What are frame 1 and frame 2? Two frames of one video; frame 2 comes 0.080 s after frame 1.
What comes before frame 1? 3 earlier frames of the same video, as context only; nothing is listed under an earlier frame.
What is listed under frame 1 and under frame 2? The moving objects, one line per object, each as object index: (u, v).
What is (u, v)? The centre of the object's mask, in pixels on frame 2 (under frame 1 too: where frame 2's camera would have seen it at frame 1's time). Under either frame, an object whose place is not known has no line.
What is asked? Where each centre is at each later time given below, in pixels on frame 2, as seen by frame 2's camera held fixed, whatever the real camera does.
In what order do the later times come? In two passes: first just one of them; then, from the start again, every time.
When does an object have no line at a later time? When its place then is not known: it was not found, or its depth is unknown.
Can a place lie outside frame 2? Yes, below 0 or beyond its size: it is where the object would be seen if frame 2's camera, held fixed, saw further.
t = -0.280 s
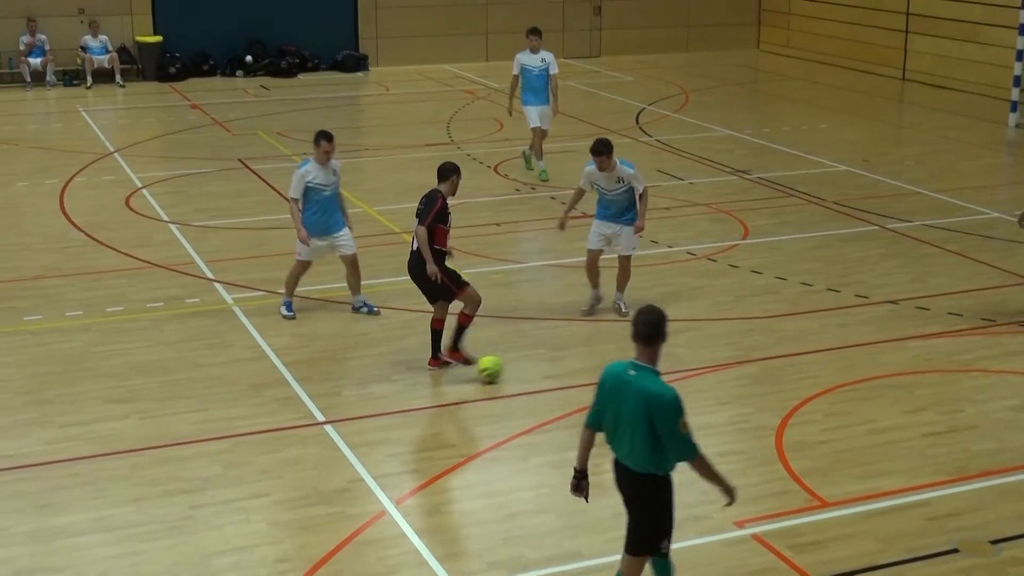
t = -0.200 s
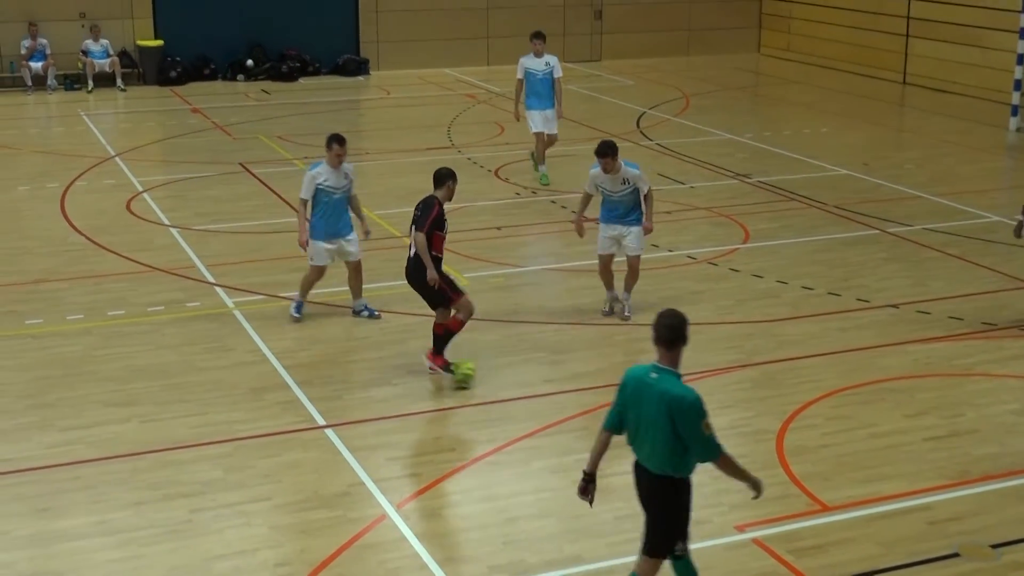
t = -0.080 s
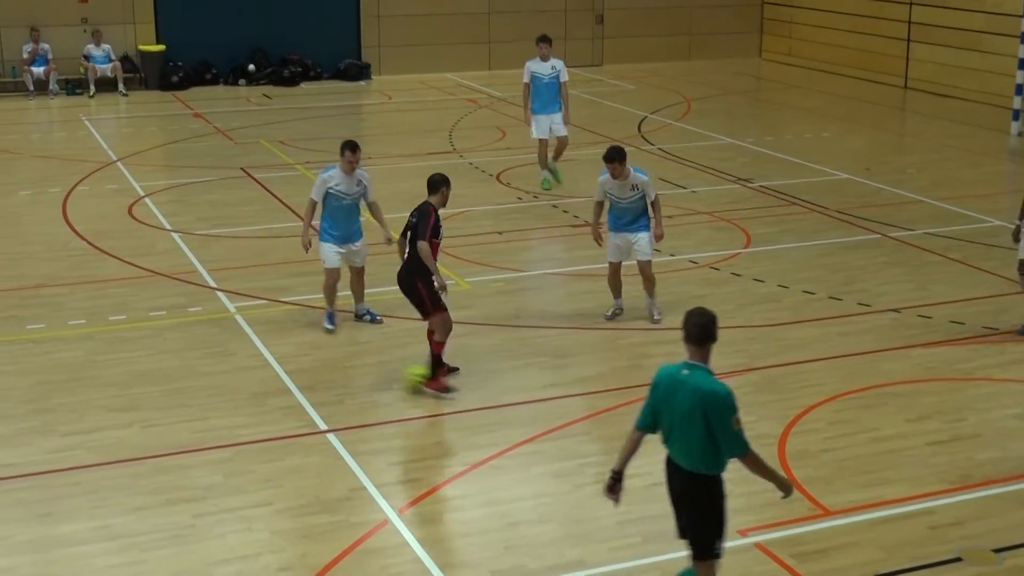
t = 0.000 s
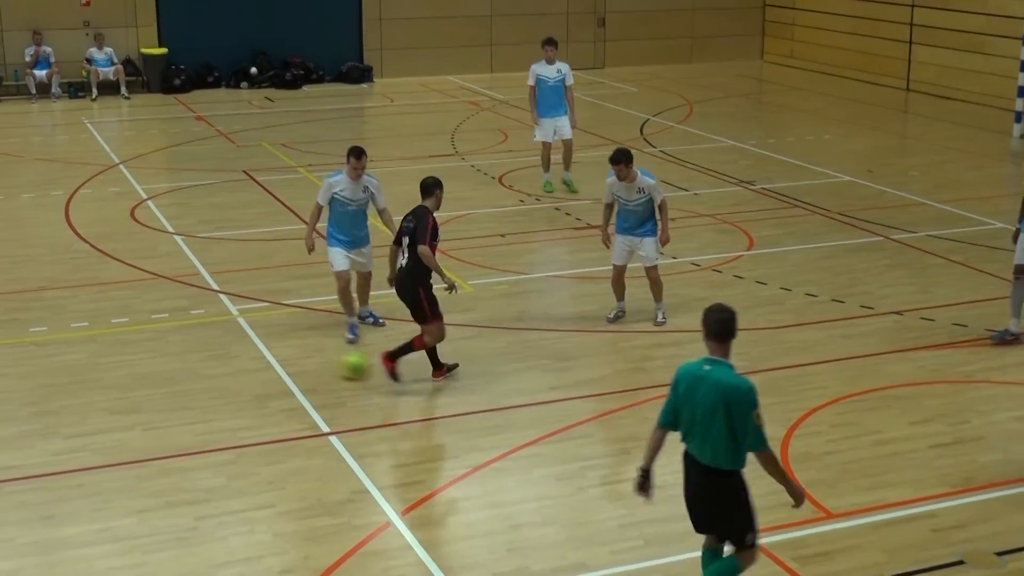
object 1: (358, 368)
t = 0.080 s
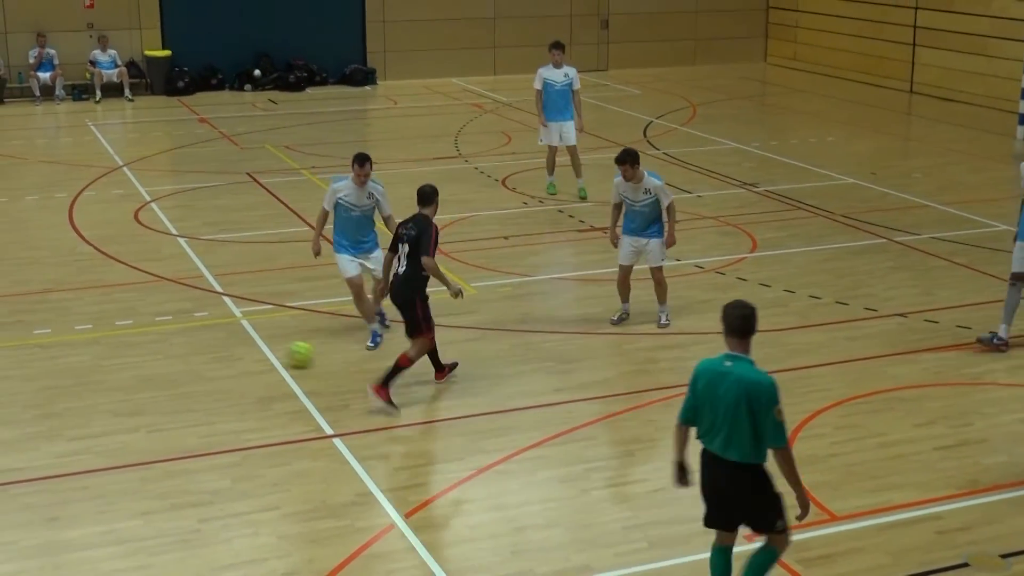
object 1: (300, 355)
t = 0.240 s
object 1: (201, 334)
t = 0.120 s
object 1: (273, 349)
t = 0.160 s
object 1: (247, 344)
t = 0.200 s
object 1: (223, 339)
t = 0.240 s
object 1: (201, 334)
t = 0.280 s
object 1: (180, 329)
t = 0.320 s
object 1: (158, 325)
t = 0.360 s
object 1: (139, 320)
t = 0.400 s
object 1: (120, 317)
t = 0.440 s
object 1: (103, 313)
